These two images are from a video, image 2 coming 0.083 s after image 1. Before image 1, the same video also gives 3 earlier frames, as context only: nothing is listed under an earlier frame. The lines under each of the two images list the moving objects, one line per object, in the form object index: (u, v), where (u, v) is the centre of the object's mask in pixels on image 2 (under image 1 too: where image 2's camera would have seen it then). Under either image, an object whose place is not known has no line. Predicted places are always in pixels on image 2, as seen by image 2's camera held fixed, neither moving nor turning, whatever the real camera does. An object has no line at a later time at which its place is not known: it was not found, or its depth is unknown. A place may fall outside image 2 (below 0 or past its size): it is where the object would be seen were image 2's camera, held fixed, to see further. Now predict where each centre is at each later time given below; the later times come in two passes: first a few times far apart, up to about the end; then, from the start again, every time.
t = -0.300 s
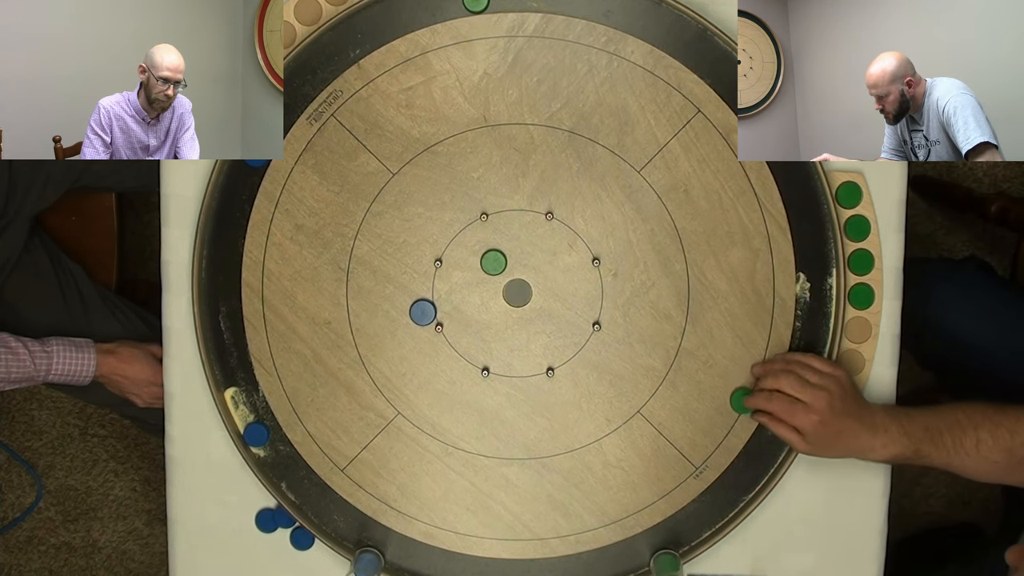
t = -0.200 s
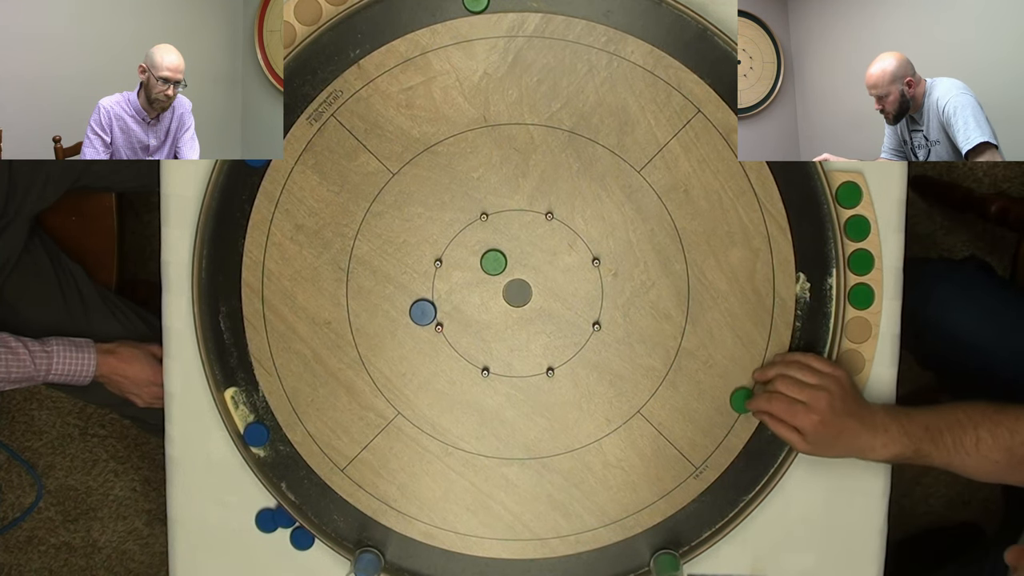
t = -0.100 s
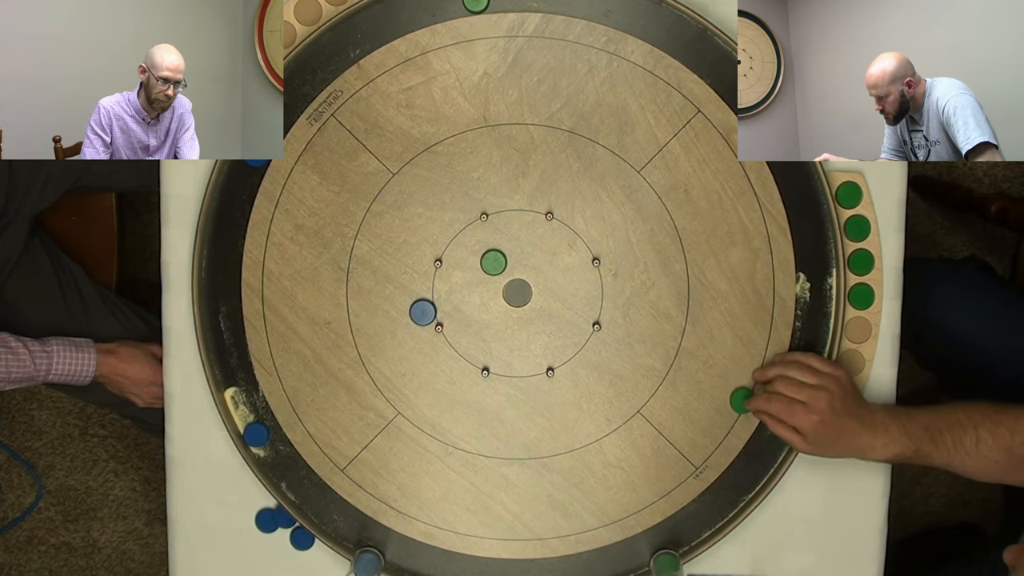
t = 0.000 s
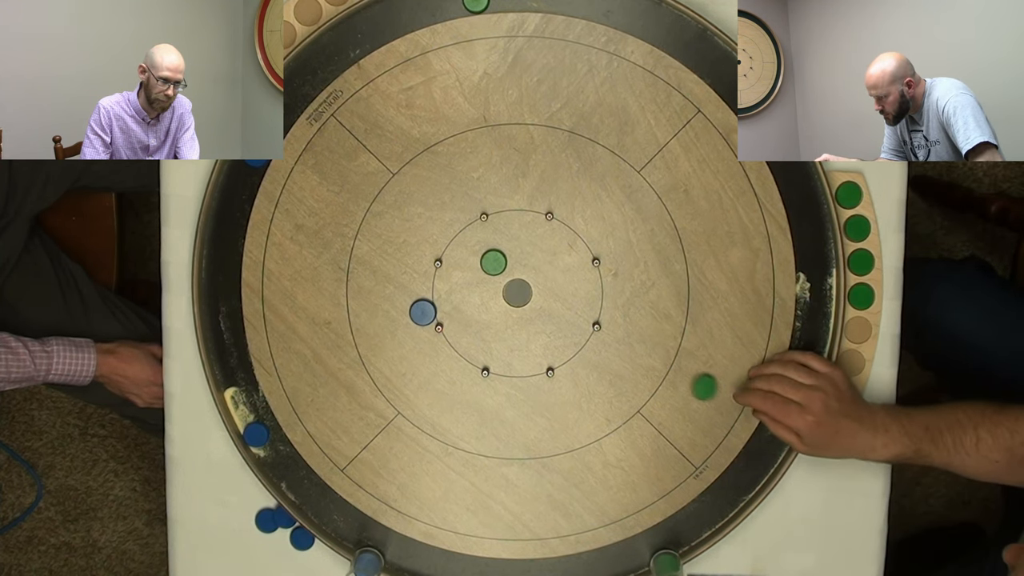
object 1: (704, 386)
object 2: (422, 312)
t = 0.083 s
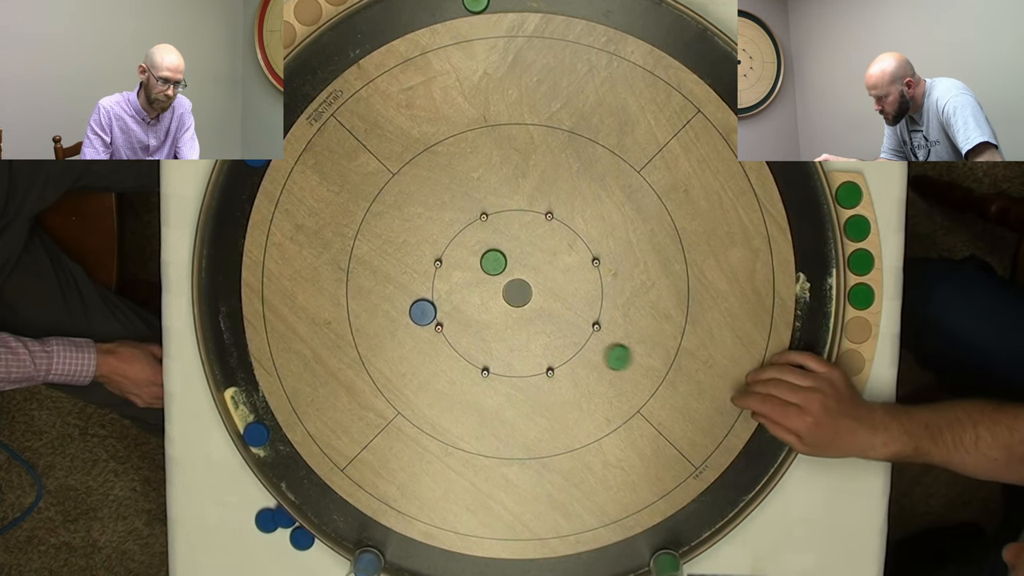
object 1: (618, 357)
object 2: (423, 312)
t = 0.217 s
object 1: (491, 314)
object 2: (423, 312)
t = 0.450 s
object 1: (421, 311)
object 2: (365, 334)
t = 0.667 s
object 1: (415, 328)
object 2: (338, 344)
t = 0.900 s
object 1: (414, 329)
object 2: (338, 344)
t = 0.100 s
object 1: (601, 351)
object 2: (422, 312)
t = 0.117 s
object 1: (583, 345)
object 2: (422, 312)
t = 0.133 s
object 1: (567, 340)
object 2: (422, 312)
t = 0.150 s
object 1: (551, 335)
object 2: (422, 312)
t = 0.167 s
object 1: (536, 329)
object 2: (422, 312)
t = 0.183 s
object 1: (521, 324)
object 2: (422, 312)
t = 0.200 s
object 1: (505, 319)
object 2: (422, 312)
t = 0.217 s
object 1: (491, 314)
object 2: (423, 312)
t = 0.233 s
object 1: (478, 309)
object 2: (423, 312)
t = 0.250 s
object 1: (464, 305)
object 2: (422, 312)
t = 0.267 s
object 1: (451, 301)
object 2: (422, 312)
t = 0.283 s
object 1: (443, 295)
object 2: (419, 313)
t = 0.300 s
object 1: (439, 287)
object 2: (412, 316)
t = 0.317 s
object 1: (435, 280)
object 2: (406, 318)
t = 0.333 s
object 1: (433, 283)
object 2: (399, 321)
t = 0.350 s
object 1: (431, 288)
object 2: (394, 323)
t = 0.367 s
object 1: (429, 293)
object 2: (388, 325)
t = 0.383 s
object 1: (427, 297)
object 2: (383, 327)
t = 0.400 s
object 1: (425, 302)
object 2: (378, 329)
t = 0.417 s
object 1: (424, 305)
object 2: (373, 331)
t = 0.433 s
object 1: (423, 308)
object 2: (369, 333)
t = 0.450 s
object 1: (421, 311)
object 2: (365, 334)
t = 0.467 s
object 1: (420, 314)
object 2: (361, 336)
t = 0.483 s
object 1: (419, 317)
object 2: (358, 337)
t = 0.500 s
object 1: (418, 319)
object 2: (355, 338)
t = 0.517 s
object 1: (417, 321)
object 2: (352, 339)
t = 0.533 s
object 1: (417, 322)
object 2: (349, 340)
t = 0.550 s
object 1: (416, 324)
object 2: (347, 341)
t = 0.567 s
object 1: (416, 325)
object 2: (344, 342)
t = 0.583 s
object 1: (415, 326)
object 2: (343, 342)
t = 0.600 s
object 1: (415, 326)
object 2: (341, 343)
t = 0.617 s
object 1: (415, 327)
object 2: (340, 343)
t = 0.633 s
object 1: (415, 327)
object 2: (339, 344)
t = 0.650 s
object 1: (415, 327)
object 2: (338, 344)
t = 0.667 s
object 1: (415, 328)
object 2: (338, 344)
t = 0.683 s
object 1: (415, 328)
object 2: (337, 344)
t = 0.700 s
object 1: (415, 328)
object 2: (337, 344)
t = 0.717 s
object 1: (415, 328)
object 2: (337, 344)
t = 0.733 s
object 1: (415, 328)
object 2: (337, 344)
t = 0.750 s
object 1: (415, 328)
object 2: (337, 344)
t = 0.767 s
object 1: (414, 328)
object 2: (337, 344)
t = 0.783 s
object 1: (414, 329)
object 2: (337, 344)
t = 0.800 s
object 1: (414, 329)
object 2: (337, 344)
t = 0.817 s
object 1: (414, 329)
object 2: (337, 344)
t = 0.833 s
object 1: (414, 329)
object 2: (337, 344)
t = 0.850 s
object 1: (414, 329)
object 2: (338, 344)
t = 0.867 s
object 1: (414, 329)
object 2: (338, 344)
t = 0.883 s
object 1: (414, 329)
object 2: (338, 344)
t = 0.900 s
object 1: (414, 329)
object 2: (338, 344)
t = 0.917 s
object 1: (414, 329)
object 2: (338, 344)
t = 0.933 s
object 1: (414, 329)
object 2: (338, 344)
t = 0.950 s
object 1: (414, 329)
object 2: (338, 344)
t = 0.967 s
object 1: (414, 329)
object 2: (338, 344)
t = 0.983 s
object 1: (414, 329)
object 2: (338, 344)
